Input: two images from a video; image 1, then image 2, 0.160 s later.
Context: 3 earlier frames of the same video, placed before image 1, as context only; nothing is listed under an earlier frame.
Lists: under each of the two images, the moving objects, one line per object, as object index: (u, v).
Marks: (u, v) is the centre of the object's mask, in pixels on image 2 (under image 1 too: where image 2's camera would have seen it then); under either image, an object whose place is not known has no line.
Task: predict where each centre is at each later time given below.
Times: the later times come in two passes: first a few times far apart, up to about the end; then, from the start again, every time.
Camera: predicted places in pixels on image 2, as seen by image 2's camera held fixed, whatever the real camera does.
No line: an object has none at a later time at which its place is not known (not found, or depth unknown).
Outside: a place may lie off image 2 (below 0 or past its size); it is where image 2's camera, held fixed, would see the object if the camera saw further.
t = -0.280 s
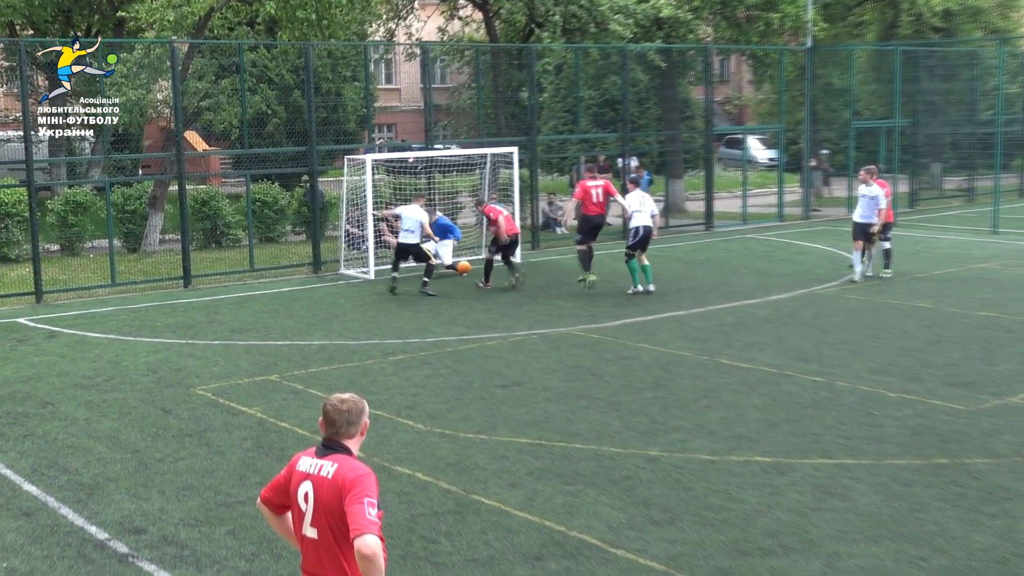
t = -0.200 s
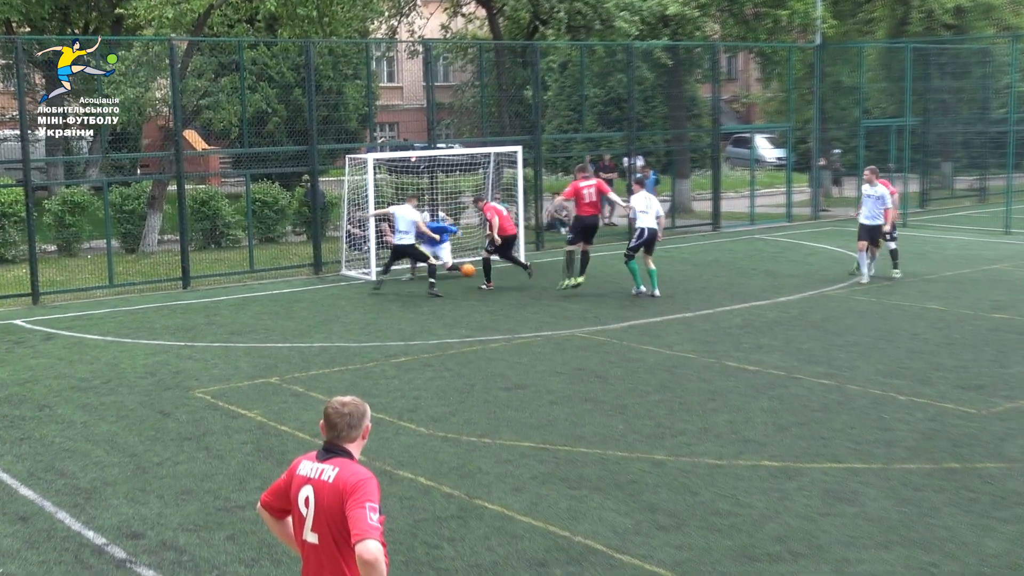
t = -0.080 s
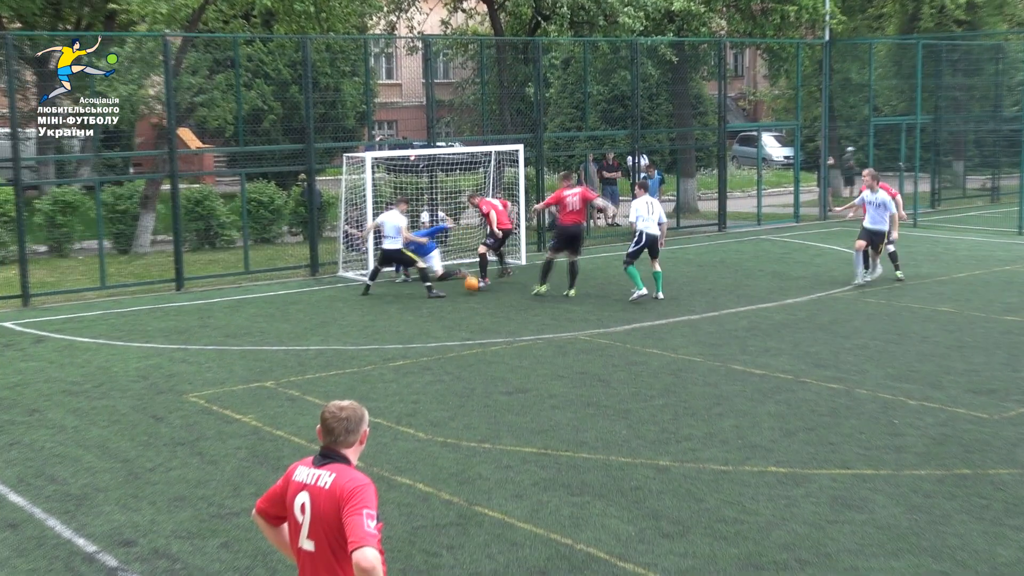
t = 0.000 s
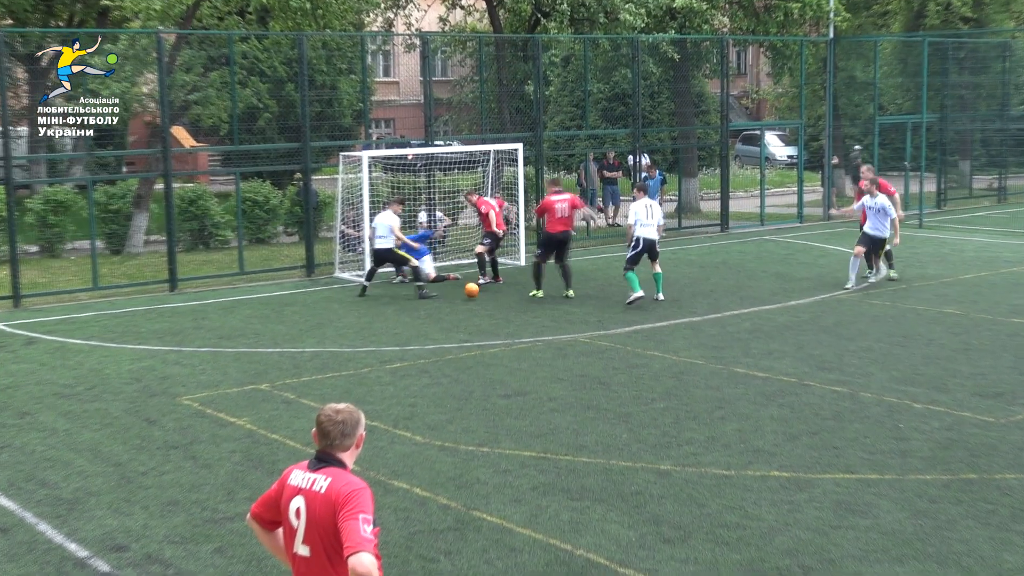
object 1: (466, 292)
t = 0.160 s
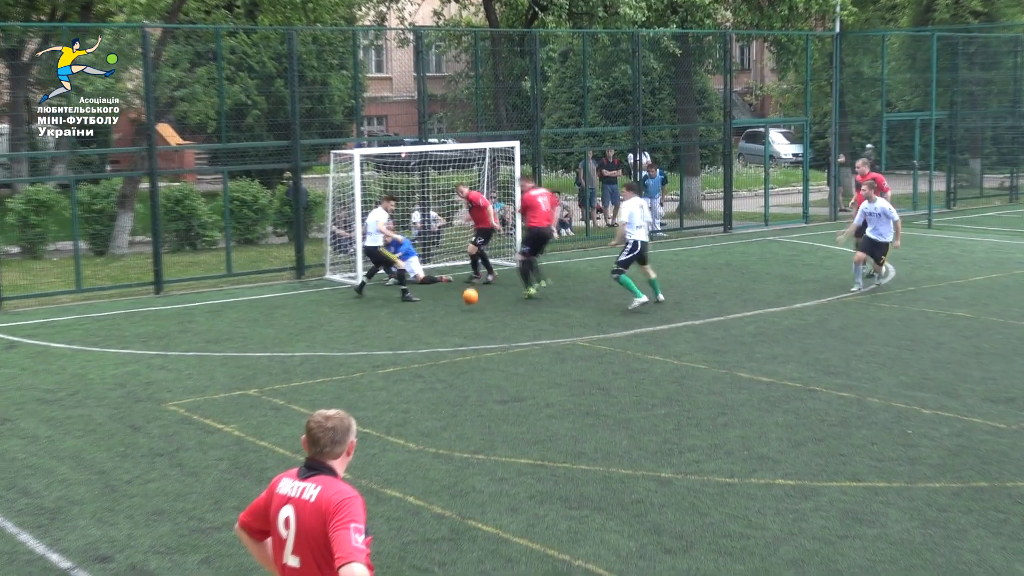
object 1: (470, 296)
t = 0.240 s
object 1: (472, 306)
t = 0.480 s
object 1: (478, 316)
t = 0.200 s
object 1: (471, 300)
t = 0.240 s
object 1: (472, 306)
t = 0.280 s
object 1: (474, 306)
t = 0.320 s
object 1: (474, 307)
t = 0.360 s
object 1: (475, 308)
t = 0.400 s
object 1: (476, 311)
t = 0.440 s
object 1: (477, 314)
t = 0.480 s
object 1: (478, 316)
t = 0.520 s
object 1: (479, 317)
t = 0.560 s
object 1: (480, 320)
